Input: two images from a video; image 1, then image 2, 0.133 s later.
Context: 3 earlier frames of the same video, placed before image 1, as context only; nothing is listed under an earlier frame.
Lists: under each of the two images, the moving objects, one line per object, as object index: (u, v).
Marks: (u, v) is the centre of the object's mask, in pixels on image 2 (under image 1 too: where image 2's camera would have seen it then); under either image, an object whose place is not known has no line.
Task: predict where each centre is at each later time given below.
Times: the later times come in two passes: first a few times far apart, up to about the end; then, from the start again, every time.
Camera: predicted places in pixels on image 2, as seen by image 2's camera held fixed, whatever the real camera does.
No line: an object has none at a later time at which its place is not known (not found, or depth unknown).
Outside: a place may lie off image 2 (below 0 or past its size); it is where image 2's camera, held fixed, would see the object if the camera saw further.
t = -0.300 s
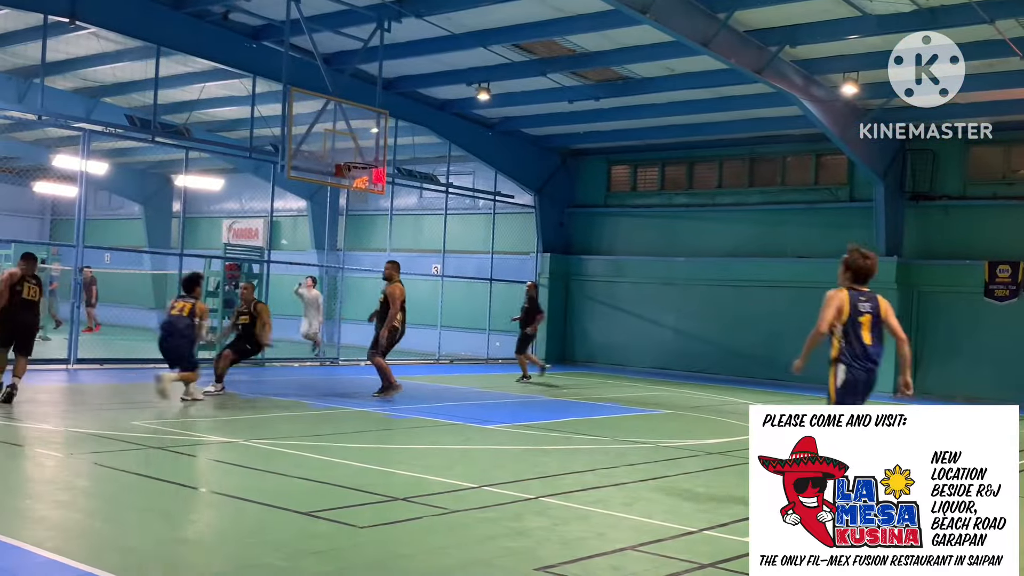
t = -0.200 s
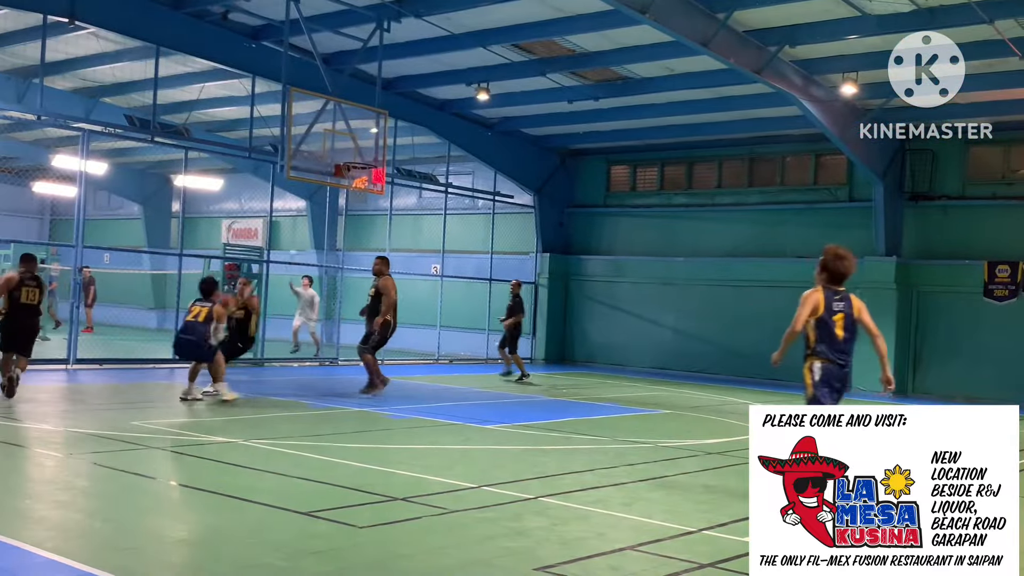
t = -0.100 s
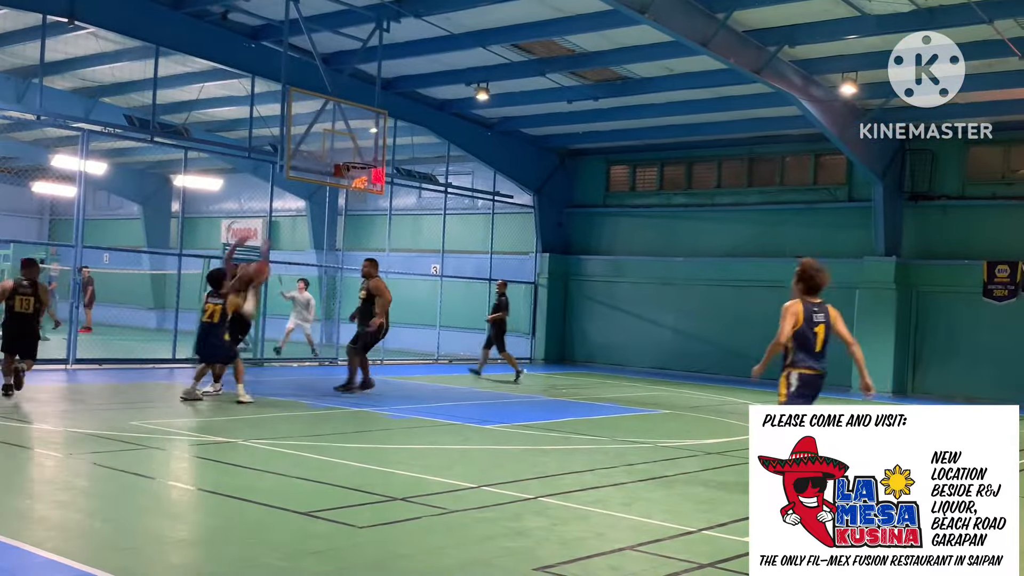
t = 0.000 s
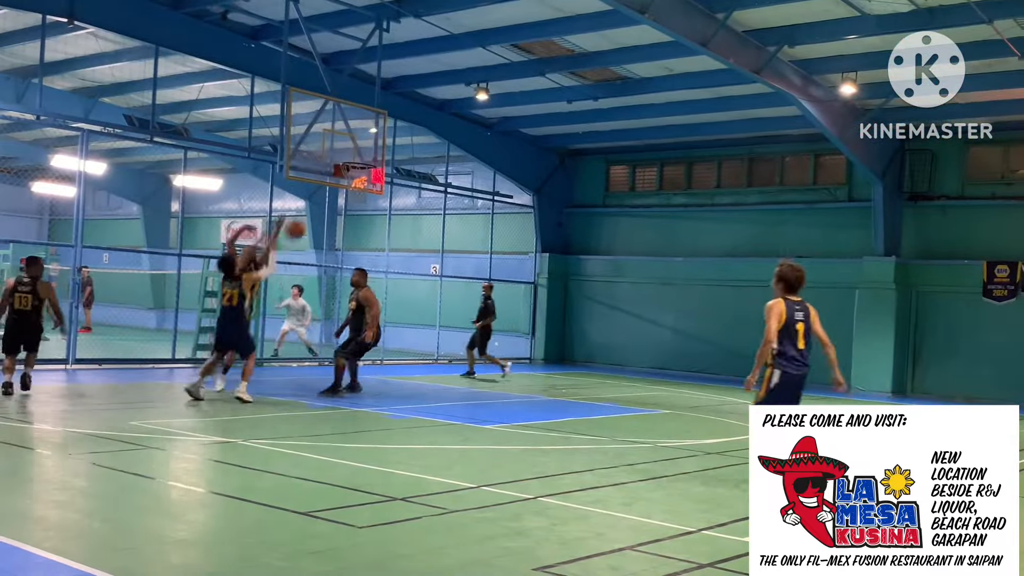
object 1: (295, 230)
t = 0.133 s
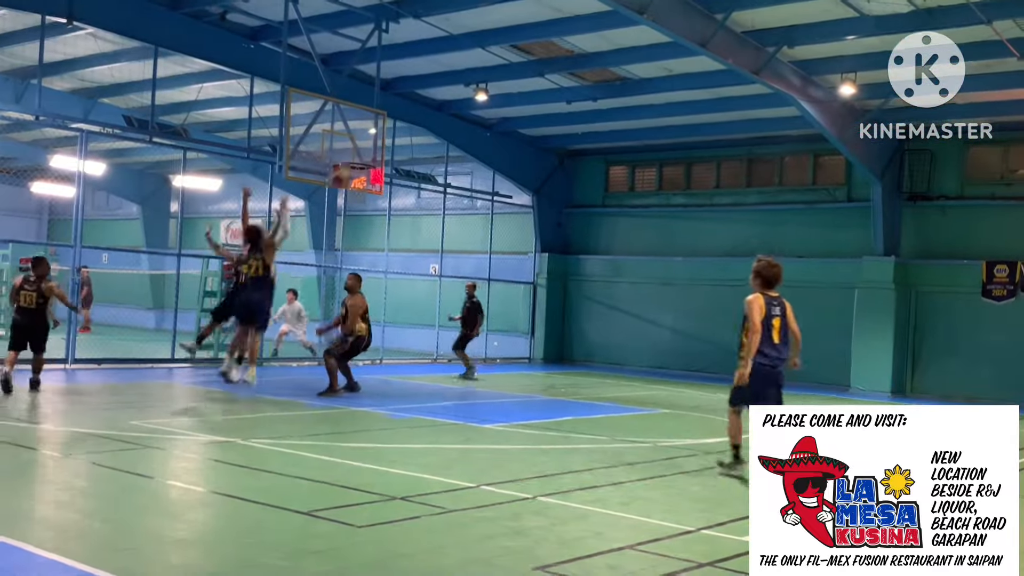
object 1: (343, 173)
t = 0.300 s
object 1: (396, 131)
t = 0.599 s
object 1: (490, 110)
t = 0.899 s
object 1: (577, 164)
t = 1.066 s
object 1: (624, 227)
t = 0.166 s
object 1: (350, 165)
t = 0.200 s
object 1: (362, 155)
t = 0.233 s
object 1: (374, 146)
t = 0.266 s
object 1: (384, 139)
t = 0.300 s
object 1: (396, 131)
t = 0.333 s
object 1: (407, 126)
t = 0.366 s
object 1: (417, 120)
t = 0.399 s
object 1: (428, 116)
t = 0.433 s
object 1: (438, 112)
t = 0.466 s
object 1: (448, 107)
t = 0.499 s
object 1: (459, 106)
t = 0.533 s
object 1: (470, 108)
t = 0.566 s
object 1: (480, 109)
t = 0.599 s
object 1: (490, 110)
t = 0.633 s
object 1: (500, 112)
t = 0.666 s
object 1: (510, 113)
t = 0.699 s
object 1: (520, 117)
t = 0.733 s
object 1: (530, 123)
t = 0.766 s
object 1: (540, 128)
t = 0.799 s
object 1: (549, 137)
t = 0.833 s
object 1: (558, 145)
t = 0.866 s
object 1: (567, 154)
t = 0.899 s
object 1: (577, 164)
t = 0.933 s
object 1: (586, 176)
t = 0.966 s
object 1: (595, 186)
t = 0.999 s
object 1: (604, 198)
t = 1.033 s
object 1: (614, 212)
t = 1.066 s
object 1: (624, 227)
